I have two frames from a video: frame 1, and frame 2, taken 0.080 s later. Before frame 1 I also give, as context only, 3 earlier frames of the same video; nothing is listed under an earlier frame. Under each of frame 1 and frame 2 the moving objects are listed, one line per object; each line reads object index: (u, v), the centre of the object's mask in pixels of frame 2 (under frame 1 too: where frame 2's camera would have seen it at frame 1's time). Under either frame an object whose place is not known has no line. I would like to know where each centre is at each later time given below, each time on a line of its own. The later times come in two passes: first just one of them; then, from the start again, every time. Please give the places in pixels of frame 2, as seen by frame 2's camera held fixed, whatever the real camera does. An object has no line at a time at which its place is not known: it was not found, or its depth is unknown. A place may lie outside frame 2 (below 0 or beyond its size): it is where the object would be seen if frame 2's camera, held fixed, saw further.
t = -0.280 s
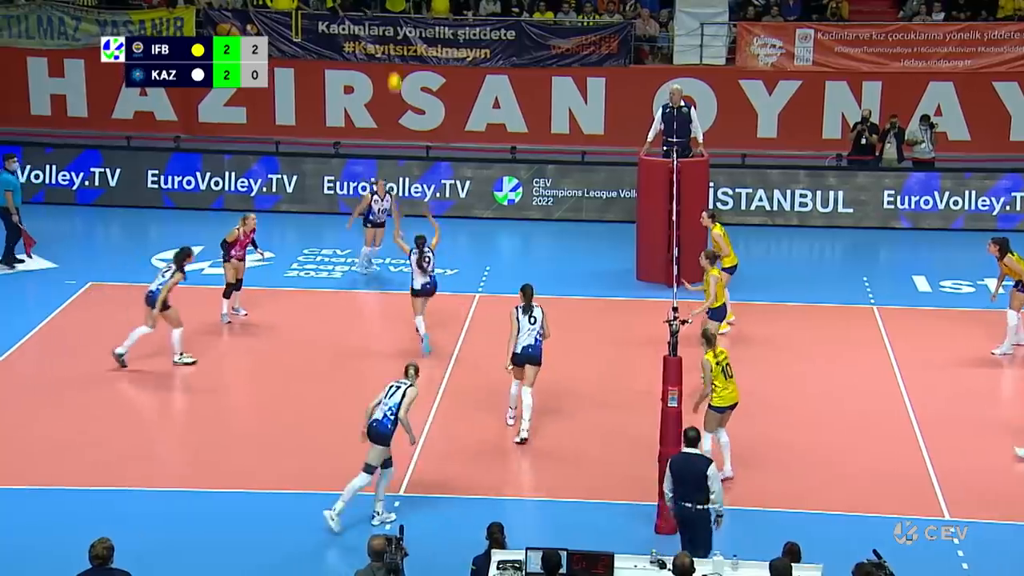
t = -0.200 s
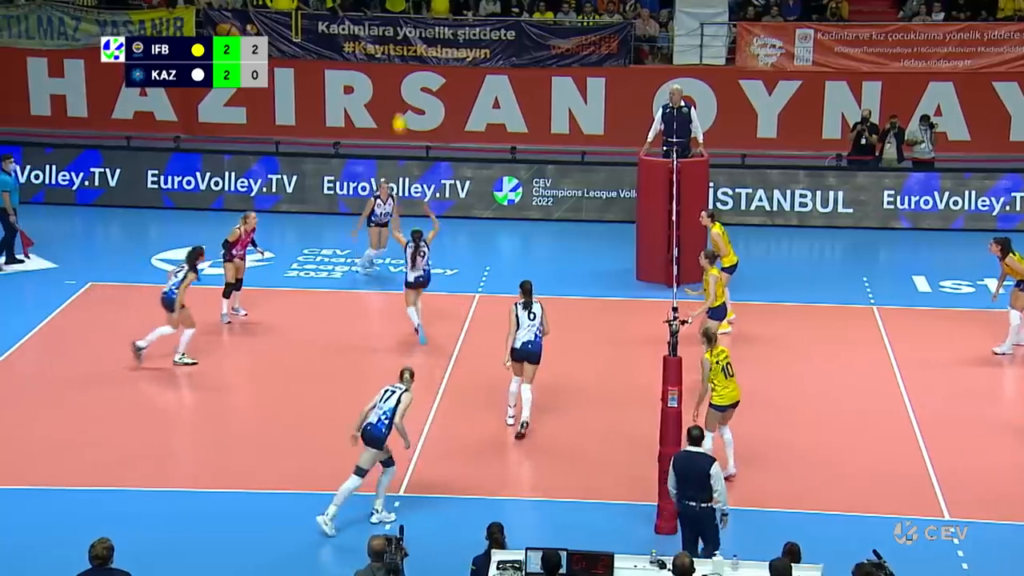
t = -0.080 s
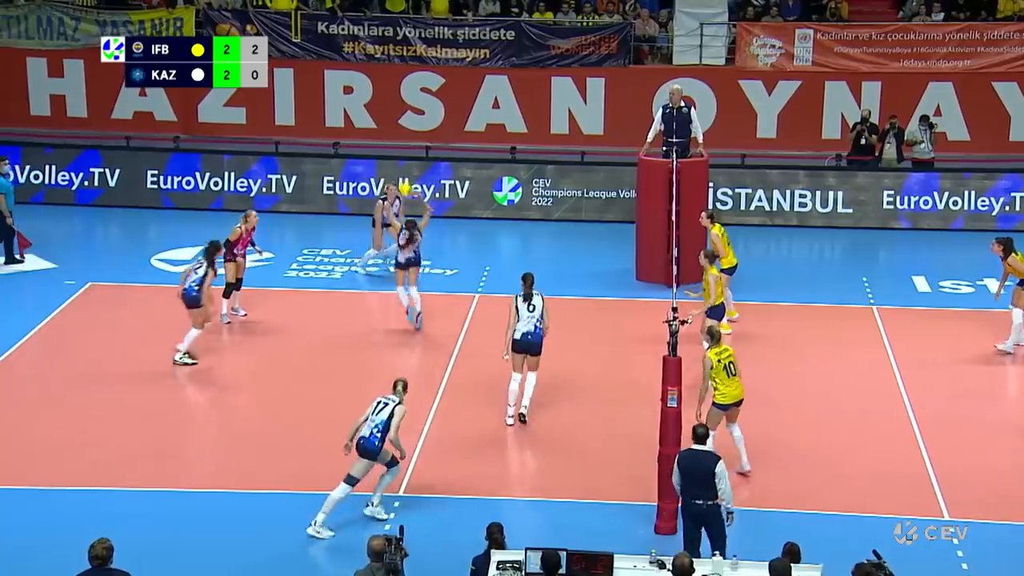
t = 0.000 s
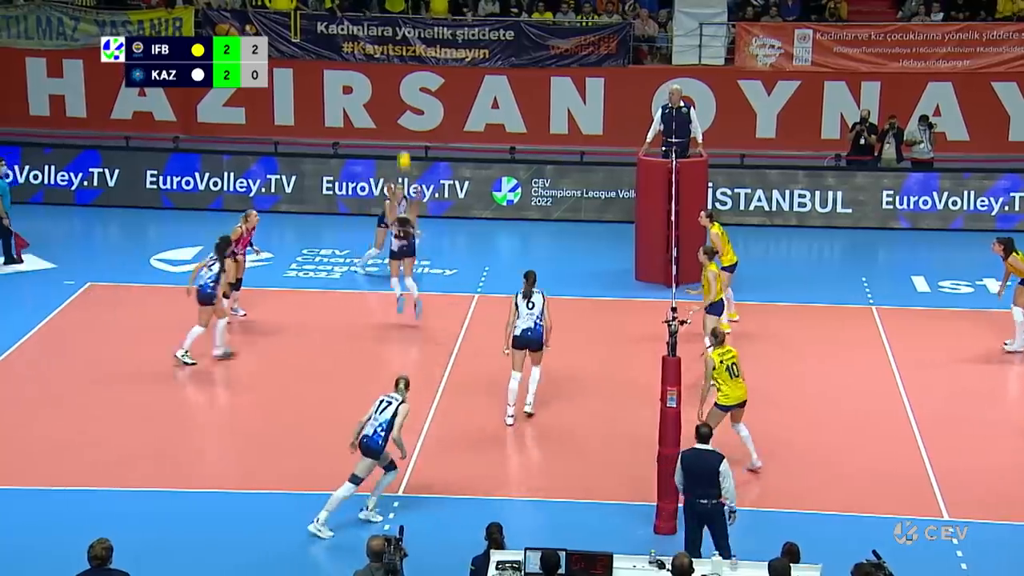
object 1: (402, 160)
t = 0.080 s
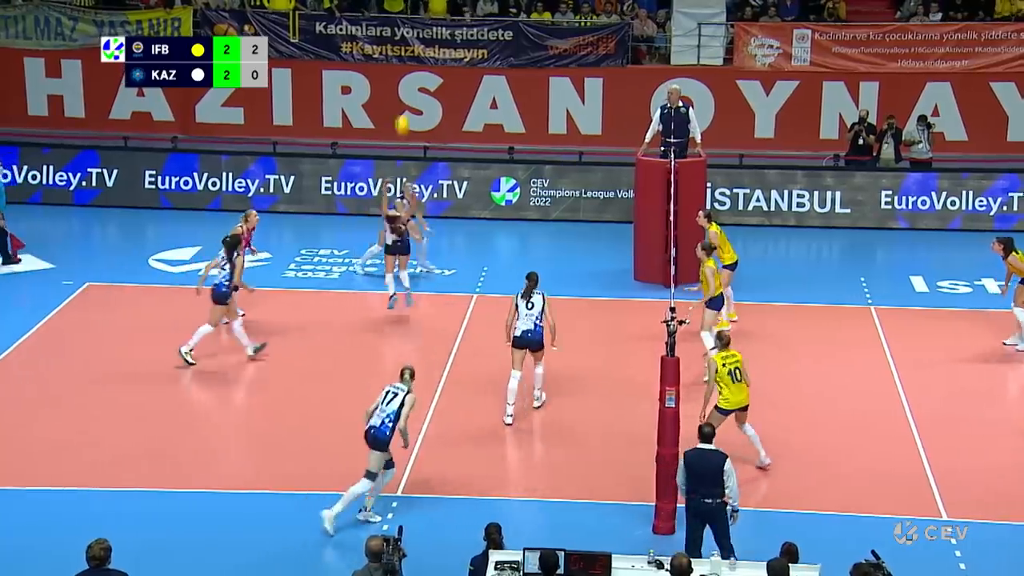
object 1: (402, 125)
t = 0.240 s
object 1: (400, 63)
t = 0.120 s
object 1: (401, 107)
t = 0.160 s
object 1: (400, 91)
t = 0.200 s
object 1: (400, 76)
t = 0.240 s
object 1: (400, 63)
